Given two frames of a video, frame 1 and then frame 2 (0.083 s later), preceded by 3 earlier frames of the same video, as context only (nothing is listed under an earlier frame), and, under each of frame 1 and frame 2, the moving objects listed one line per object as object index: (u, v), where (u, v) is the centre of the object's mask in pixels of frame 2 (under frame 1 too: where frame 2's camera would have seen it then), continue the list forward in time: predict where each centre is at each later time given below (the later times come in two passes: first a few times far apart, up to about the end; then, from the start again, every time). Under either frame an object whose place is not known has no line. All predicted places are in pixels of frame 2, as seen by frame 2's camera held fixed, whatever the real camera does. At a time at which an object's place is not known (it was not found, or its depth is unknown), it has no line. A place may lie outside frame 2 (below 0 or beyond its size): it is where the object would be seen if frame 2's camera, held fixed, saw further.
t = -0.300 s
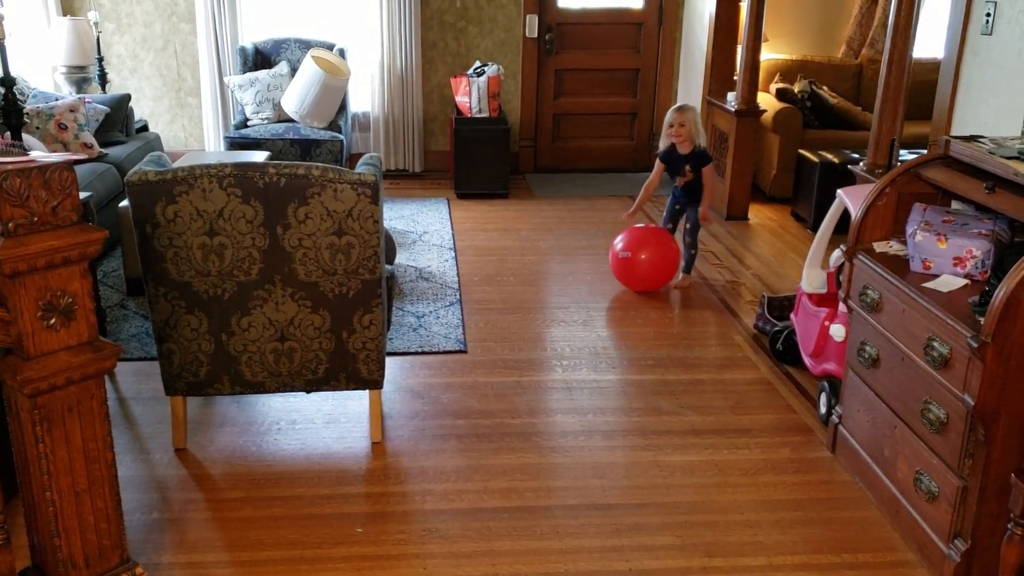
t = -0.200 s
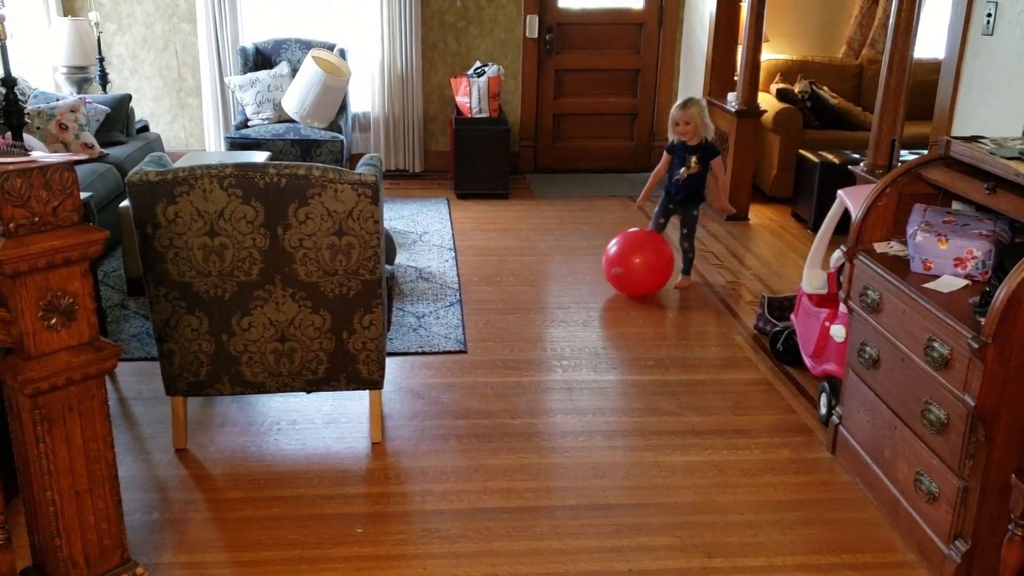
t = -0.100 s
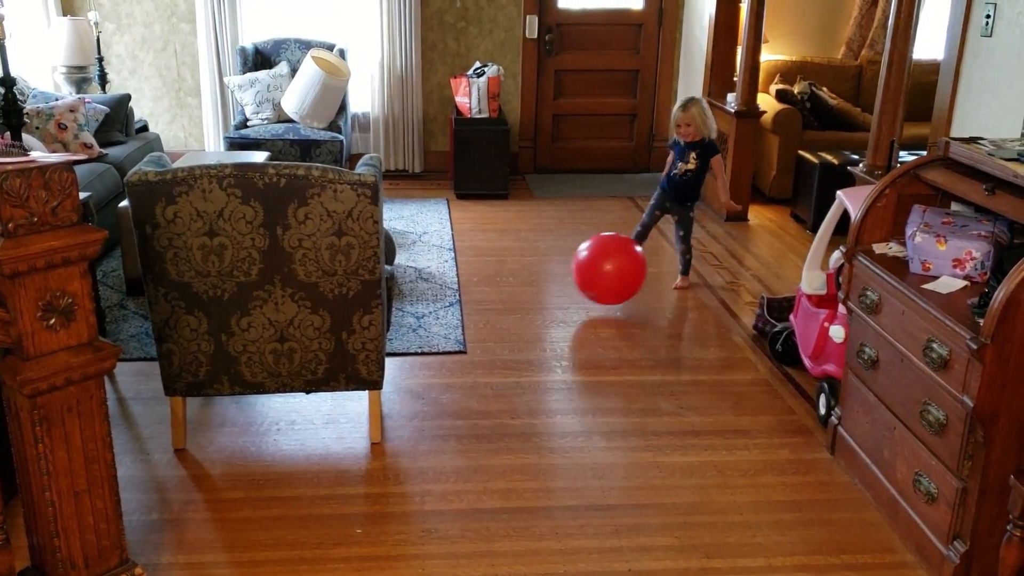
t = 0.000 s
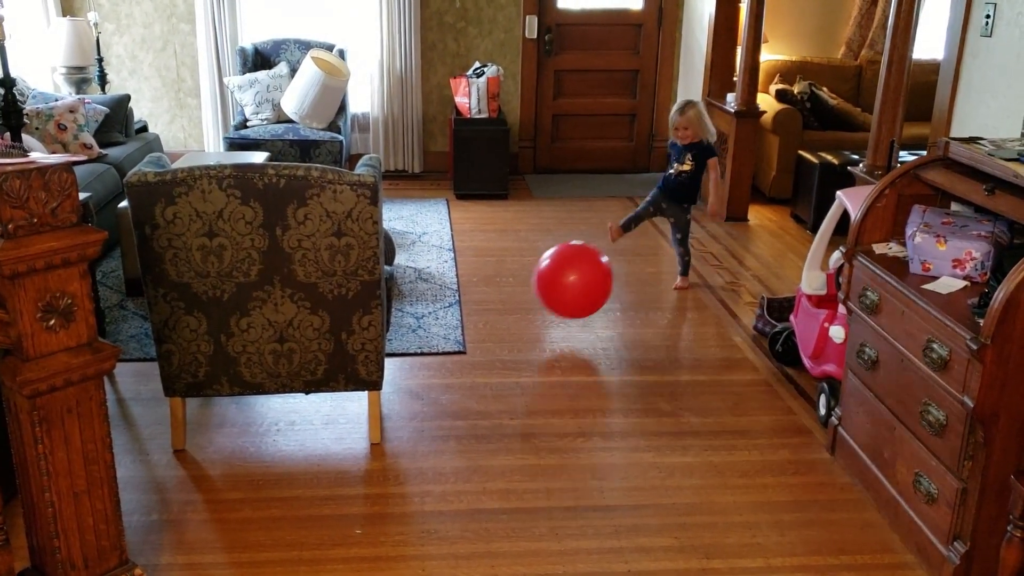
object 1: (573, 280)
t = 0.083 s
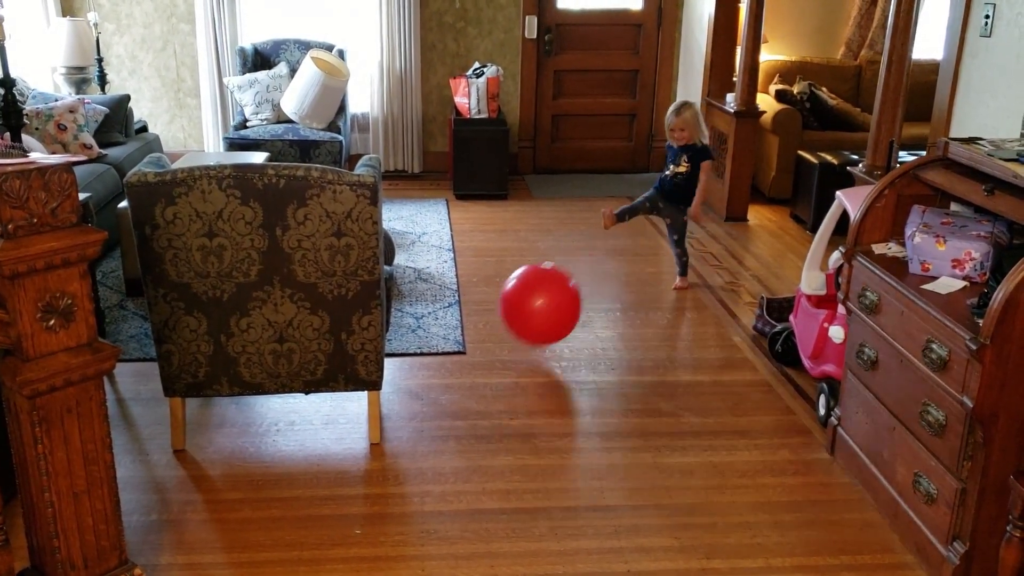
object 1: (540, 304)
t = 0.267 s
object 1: (469, 344)
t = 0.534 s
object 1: (480, 405)
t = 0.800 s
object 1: (560, 442)
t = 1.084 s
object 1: (663, 484)
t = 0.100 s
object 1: (534, 310)
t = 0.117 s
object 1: (527, 318)
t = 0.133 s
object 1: (519, 325)
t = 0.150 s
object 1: (512, 334)
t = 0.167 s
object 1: (505, 343)
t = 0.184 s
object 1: (499, 344)
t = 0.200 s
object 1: (494, 343)
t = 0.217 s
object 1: (488, 342)
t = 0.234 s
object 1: (482, 342)
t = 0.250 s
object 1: (476, 343)
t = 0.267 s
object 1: (469, 344)
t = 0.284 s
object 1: (463, 346)
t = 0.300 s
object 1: (456, 348)
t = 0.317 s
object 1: (450, 351)
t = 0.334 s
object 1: (443, 356)
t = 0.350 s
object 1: (435, 361)
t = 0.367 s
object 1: (428, 366)
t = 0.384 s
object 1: (427, 371)
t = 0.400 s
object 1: (431, 373)
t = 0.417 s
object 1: (438, 377)
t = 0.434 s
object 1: (444, 381)
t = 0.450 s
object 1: (450, 385)
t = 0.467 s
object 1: (456, 390)
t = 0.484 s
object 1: (463, 396)
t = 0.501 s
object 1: (469, 402)
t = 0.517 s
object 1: (475, 406)
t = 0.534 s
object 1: (480, 405)
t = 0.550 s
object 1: (484, 403)
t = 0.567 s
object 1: (488, 402)
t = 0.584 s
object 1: (493, 402)
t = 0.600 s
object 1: (497, 403)
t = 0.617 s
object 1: (503, 404)
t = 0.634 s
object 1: (507, 405)
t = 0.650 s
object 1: (512, 408)
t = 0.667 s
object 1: (517, 411)
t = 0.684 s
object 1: (522, 414)
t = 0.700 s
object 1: (528, 418)
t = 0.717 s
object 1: (533, 423)
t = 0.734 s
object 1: (538, 429)
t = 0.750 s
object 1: (543, 435)
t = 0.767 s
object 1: (549, 441)
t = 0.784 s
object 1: (555, 443)
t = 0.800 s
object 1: (560, 442)
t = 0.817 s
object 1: (567, 441)
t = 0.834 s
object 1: (573, 442)
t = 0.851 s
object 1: (579, 443)
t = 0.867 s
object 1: (585, 444)
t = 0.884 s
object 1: (591, 447)
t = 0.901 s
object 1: (598, 451)
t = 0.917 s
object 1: (604, 455)
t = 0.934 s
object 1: (610, 460)
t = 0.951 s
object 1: (616, 466)
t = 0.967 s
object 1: (621, 472)
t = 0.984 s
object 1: (627, 478)
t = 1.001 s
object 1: (633, 480)
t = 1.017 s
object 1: (639, 480)
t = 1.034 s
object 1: (645, 480)
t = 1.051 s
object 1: (651, 481)
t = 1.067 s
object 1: (657, 482)
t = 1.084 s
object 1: (663, 484)
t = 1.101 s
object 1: (669, 486)
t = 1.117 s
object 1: (675, 490)
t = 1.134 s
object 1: (681, 494)
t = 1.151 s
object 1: (687, 499)
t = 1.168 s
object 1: (693, 504)
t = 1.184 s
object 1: (699, 510)
